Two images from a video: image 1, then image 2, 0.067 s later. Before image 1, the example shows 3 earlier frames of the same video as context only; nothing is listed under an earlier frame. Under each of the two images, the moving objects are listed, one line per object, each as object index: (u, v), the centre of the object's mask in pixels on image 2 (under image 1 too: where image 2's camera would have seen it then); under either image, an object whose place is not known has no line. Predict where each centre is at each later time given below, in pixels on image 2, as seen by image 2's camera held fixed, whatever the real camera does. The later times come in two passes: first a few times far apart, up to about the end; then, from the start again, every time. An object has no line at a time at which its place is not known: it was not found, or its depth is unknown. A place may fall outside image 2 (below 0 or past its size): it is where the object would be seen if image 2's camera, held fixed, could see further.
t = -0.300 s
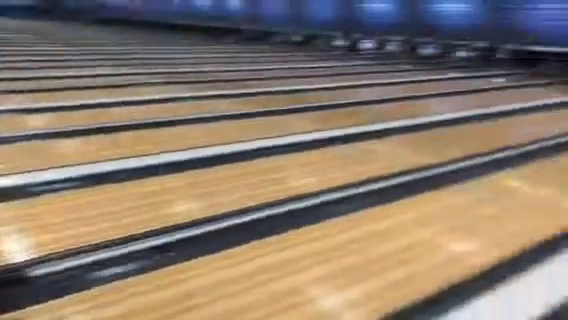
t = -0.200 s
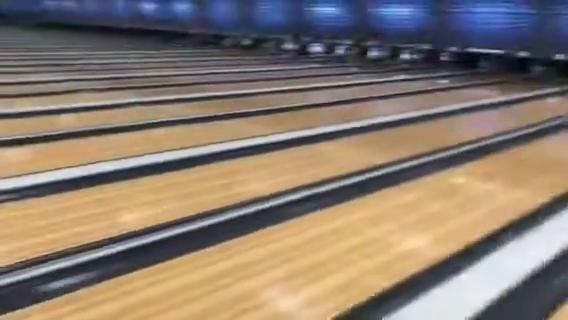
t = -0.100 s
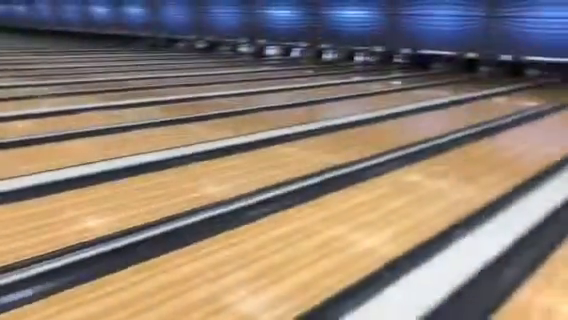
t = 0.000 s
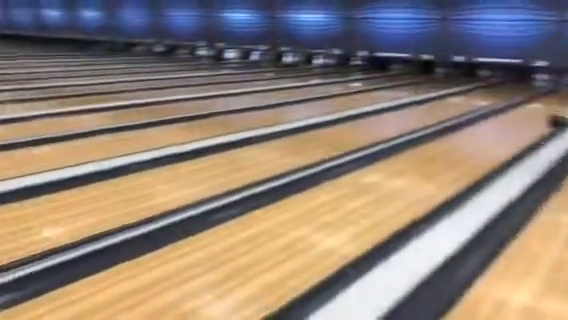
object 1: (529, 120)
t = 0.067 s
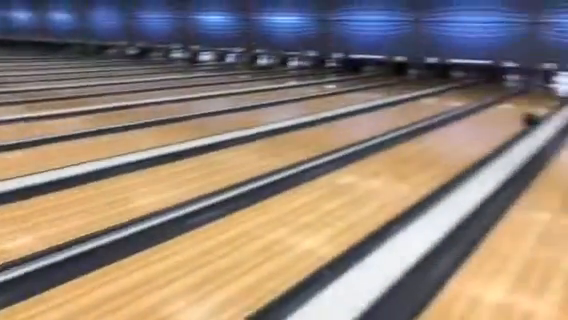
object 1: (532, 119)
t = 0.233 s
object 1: (535, 116)
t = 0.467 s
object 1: (545, 113)
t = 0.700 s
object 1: (549, 109)
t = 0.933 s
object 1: (555, 106)
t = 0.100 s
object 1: (532, 118)
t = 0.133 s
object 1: (532, 118)
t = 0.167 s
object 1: (532, 117)
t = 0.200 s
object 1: (534, 117)
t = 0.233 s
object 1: (535, 116)
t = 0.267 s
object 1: (537, 115)
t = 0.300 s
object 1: (538, 115)
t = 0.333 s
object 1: (539, 115)
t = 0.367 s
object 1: (539, 115)
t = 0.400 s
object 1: (542, 114)
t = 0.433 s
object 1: (542, 114)
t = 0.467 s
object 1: (545, 113)
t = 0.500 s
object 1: (544, 112)
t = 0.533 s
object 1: (544, 112)
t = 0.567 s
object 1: (546, 111)
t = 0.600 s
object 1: (547, 111)
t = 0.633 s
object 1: (544, 112)
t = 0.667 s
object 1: (550, 108)
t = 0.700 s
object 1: (549, 109)
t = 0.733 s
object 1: (551, 108)
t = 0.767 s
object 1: (551, 108)
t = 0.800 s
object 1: (548, 110)
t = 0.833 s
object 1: (551, 108)
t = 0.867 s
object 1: (549, 110)
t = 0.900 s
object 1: (551, 109)
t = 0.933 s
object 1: (555, 106)
